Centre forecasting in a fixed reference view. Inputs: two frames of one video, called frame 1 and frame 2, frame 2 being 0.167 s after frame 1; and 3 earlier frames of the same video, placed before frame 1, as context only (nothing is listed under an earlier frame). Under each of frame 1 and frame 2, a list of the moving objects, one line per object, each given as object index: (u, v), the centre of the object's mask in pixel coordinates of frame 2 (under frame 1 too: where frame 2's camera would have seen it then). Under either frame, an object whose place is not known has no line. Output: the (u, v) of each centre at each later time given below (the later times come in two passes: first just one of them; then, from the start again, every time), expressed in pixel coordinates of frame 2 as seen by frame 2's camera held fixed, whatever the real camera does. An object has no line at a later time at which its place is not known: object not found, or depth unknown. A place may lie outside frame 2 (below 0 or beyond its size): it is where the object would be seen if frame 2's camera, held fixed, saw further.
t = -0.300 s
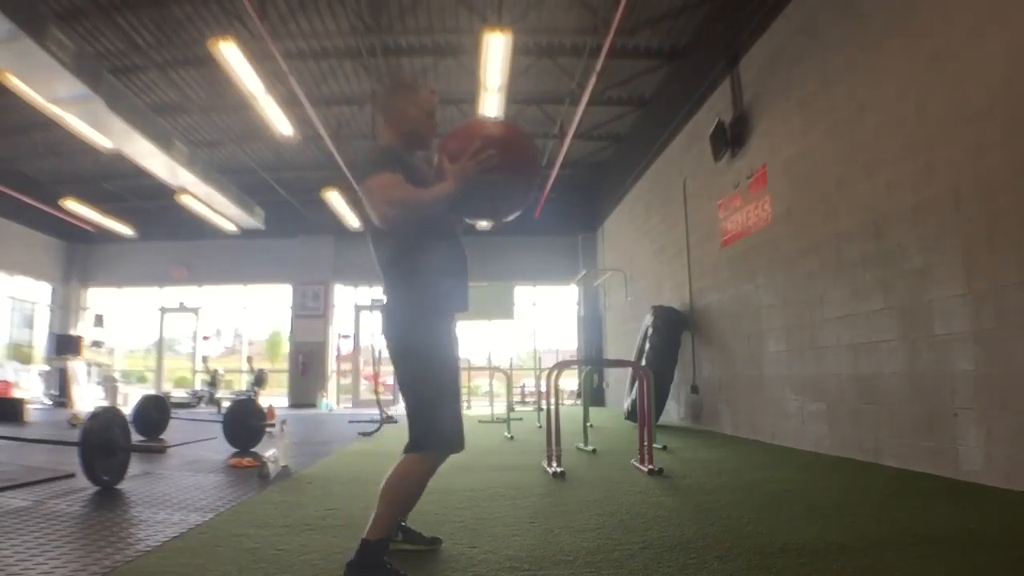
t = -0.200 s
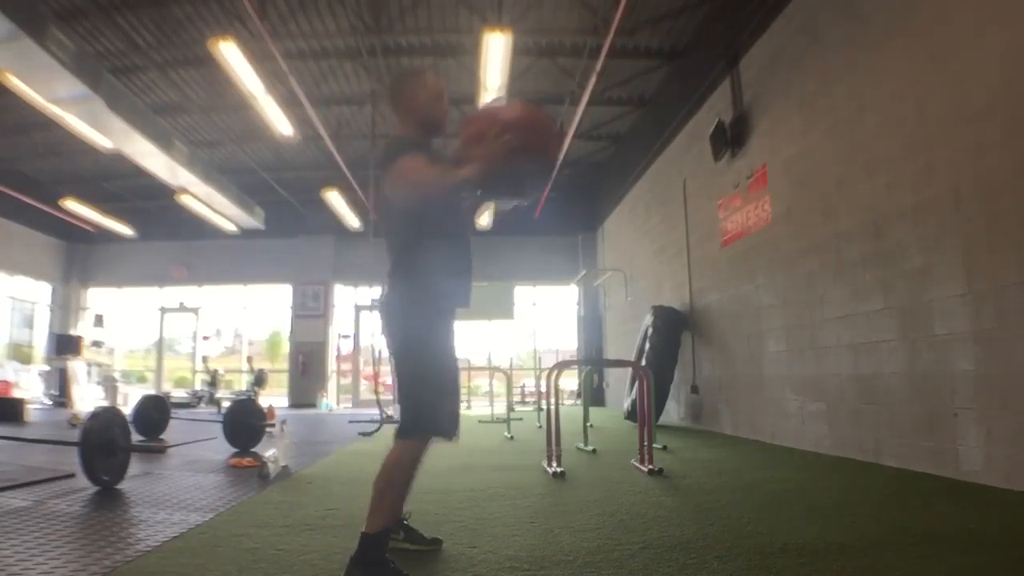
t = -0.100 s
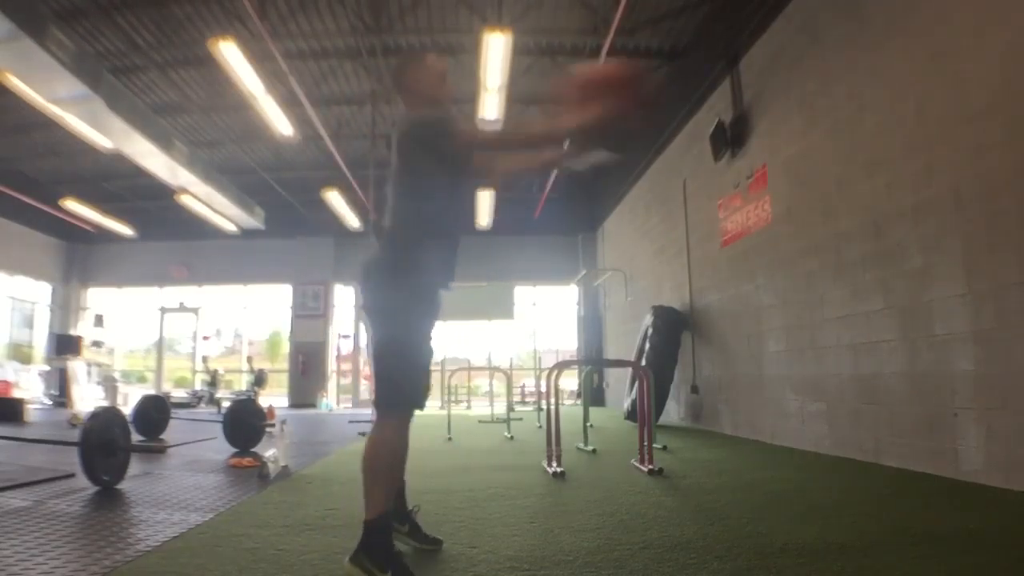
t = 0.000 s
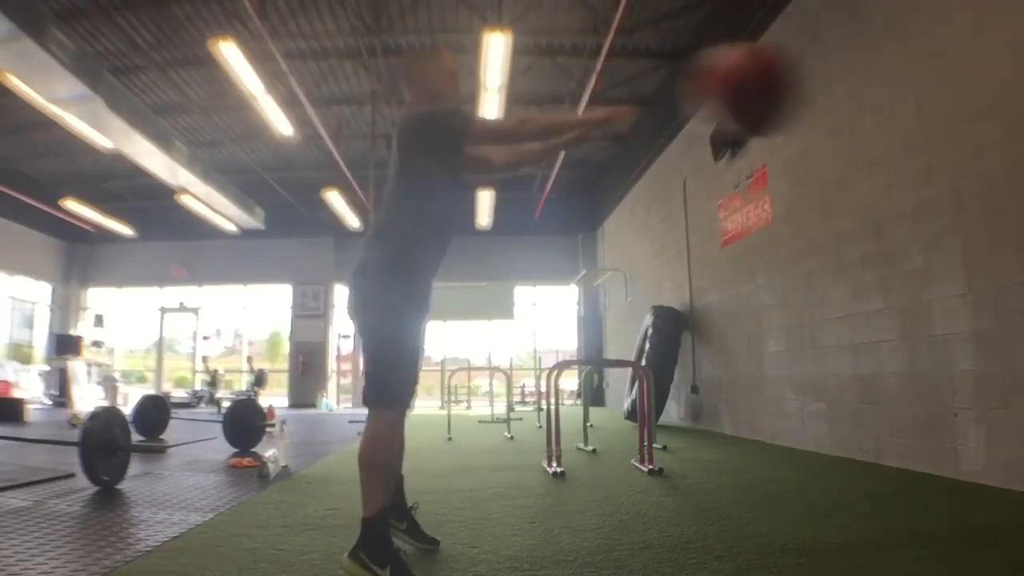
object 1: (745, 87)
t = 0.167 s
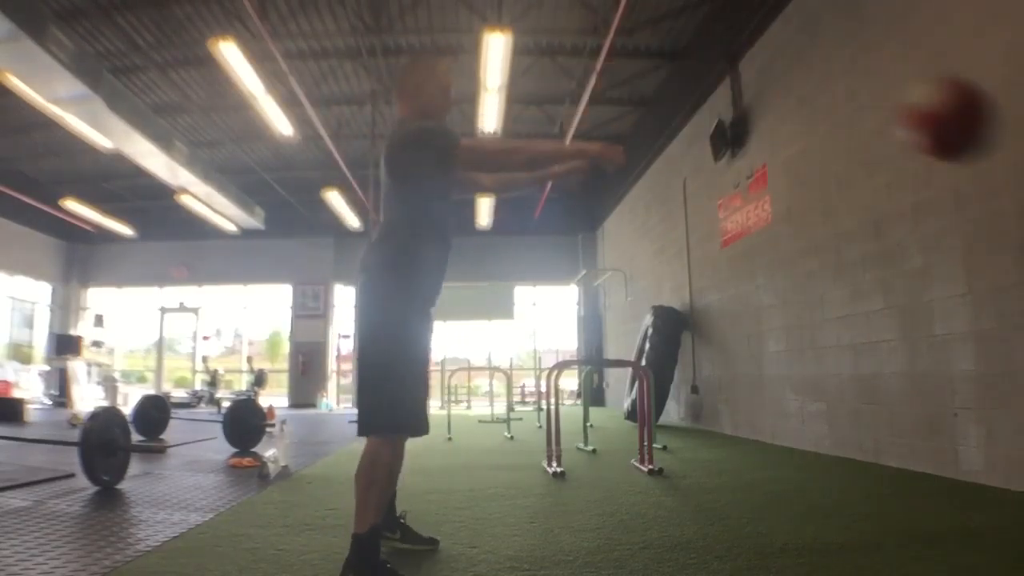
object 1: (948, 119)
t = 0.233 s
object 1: (1000, 146)
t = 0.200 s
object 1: (980, 131)
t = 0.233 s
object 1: (1000, 146)
